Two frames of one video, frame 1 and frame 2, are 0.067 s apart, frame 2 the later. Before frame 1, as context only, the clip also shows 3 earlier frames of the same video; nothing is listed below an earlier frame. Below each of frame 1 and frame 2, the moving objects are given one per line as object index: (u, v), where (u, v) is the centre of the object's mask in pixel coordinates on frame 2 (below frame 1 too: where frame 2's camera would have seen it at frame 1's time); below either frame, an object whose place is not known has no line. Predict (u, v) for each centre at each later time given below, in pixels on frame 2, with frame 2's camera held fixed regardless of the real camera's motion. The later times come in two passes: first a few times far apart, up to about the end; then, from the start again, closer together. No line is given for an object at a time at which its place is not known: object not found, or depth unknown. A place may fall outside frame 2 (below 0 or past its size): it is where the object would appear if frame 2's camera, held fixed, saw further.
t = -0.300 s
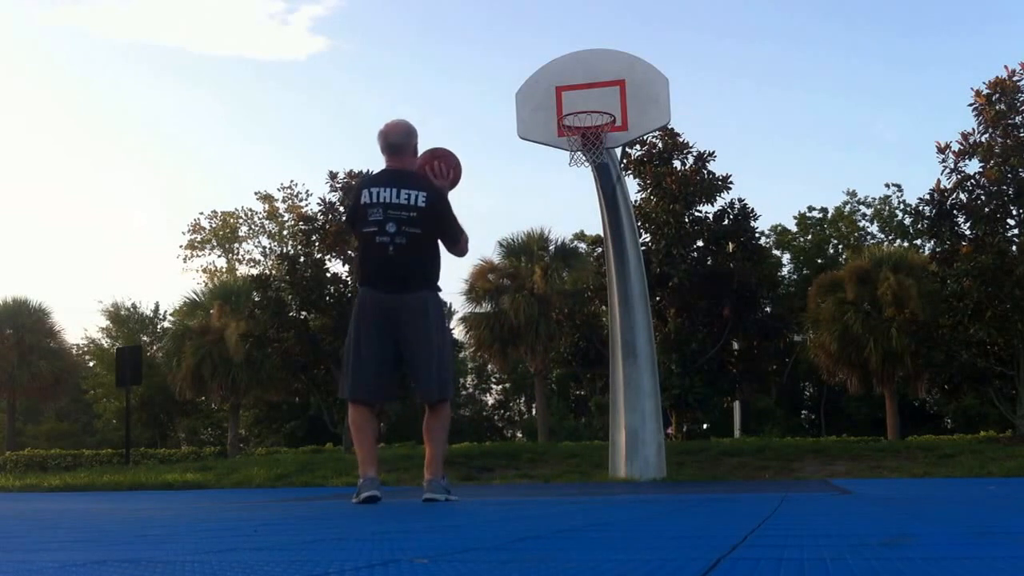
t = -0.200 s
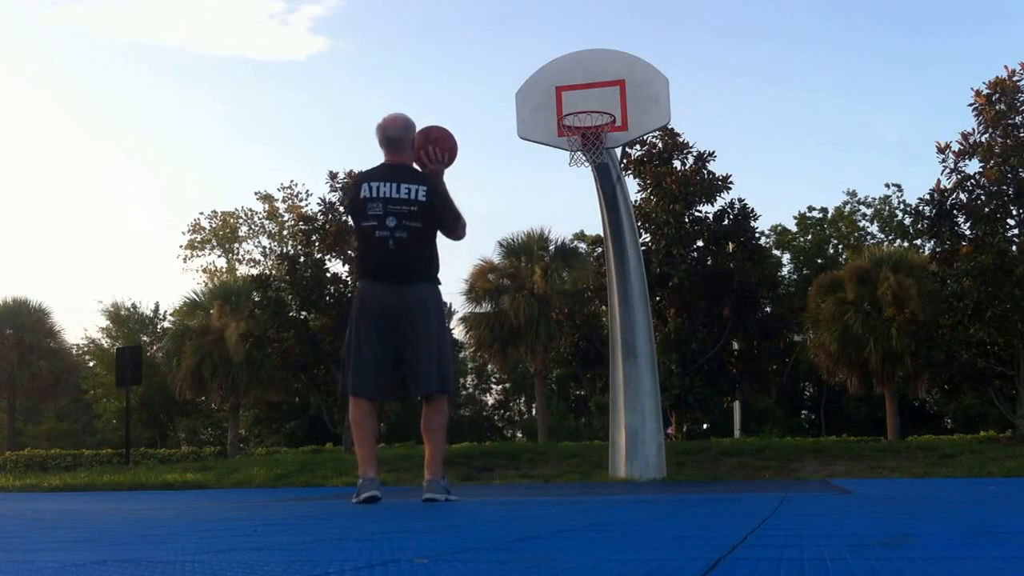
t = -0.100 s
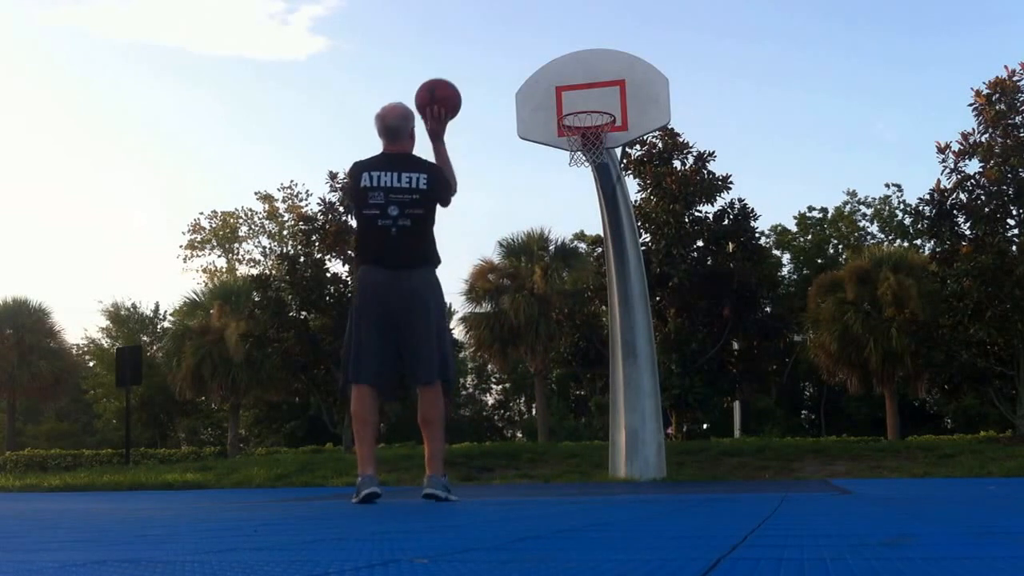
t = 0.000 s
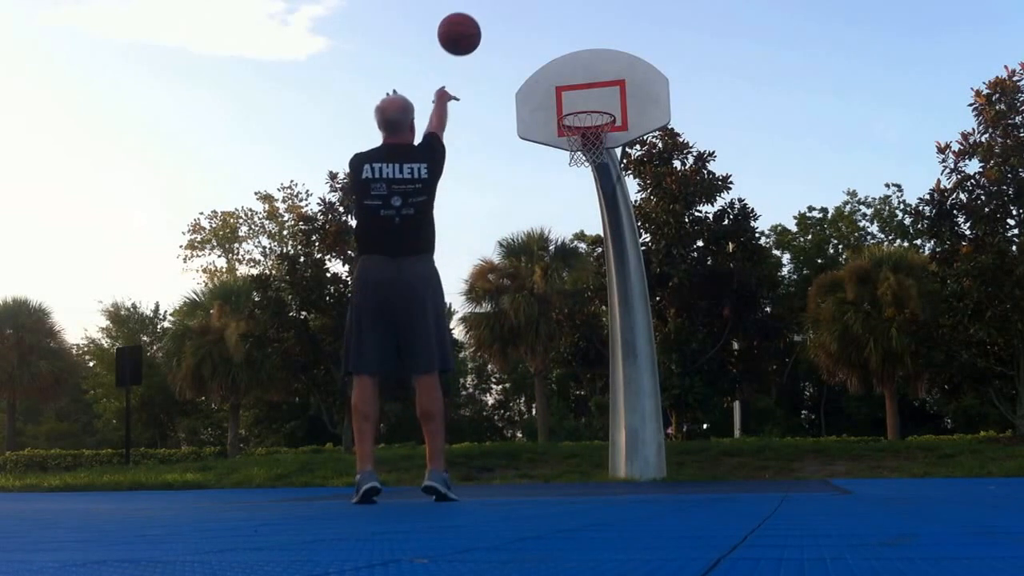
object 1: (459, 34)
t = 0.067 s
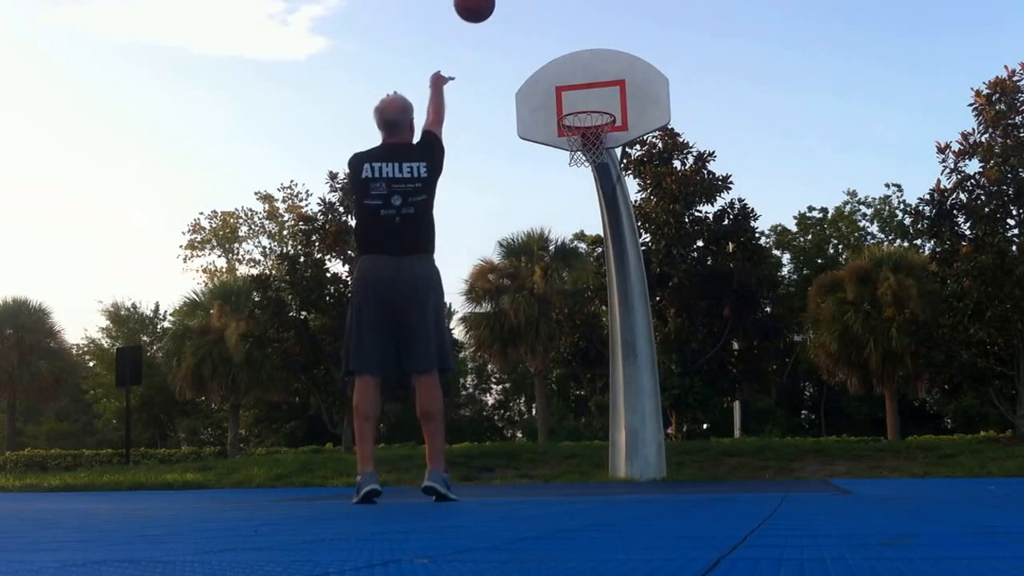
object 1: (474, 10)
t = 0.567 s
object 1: (558, 4)
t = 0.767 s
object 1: (582, 73)
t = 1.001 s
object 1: (593, 160)
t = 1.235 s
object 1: (589, 243)
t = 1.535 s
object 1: (583, 450)
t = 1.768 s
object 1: (563, 360)
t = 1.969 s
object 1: (545, 294)
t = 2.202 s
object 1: (524, 268)
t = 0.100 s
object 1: (482, 4)
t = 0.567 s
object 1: (558, 4)
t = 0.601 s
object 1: (562, 9)
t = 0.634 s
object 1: (566, 17)
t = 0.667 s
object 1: (571, 29)
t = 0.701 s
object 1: (574, 43)
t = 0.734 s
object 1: (578, 57)
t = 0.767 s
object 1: (582, 73)
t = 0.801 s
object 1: (586, 89)
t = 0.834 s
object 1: (589, 106)
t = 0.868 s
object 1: (592, 122)
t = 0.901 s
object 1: (592, 146)
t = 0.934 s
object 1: (594, 153)
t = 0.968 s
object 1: (595, 153)
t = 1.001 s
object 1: (593, 160)
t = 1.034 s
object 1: (592, 169)
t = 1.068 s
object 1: (591, 178)
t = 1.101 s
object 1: (591, 189)
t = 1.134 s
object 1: (590, 201)
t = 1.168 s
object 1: (589, 214)
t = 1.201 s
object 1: (589, 229)
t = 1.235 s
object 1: (589, 243)
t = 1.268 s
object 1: (588, 261)
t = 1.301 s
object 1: (588, 278)
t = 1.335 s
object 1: (585, 298)
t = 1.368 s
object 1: (583, 317)
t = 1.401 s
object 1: (585, 339)
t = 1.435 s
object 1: (584, 366)
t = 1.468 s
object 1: (584, 390)
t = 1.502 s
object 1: (583, 419)
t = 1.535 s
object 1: (583, 450)
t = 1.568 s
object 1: (582, 473)
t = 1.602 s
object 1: (578, 452)
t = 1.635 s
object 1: (576, 431)
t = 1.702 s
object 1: (570, 395)
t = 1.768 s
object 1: (563, 360)
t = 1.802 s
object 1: (561, 350)
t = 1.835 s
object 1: (558, 334)
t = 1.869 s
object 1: (554, 323)
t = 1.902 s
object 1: (551, 312)
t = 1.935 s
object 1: (548, 303)
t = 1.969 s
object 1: (545, 294)
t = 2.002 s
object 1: (541, 287)
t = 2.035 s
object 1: (538, 281)
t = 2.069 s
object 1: (536, 276)
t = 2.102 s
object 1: (533, 272)
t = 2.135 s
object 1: (530, 269)
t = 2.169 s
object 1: (528, 268)
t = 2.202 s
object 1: (524, 268)
